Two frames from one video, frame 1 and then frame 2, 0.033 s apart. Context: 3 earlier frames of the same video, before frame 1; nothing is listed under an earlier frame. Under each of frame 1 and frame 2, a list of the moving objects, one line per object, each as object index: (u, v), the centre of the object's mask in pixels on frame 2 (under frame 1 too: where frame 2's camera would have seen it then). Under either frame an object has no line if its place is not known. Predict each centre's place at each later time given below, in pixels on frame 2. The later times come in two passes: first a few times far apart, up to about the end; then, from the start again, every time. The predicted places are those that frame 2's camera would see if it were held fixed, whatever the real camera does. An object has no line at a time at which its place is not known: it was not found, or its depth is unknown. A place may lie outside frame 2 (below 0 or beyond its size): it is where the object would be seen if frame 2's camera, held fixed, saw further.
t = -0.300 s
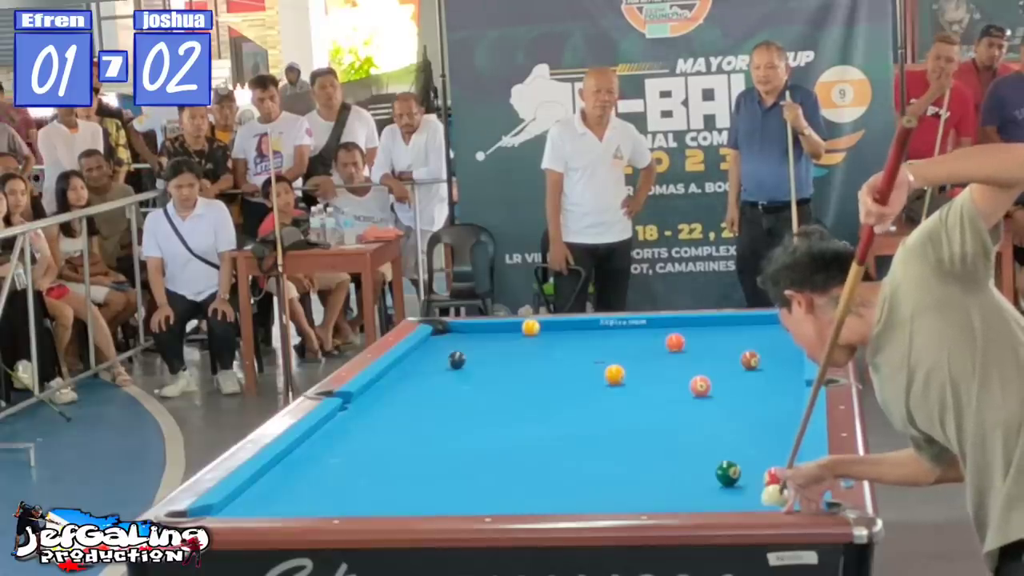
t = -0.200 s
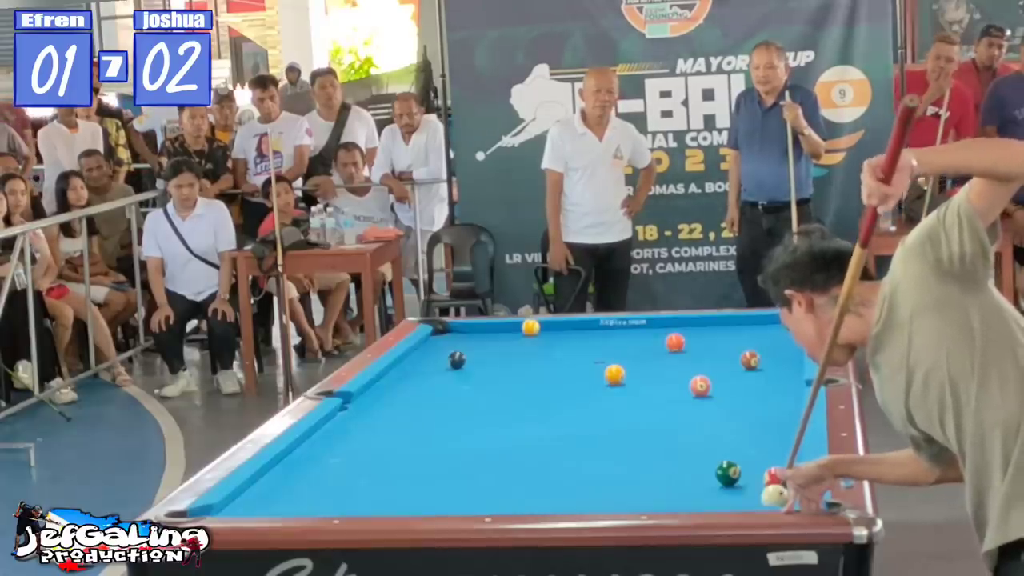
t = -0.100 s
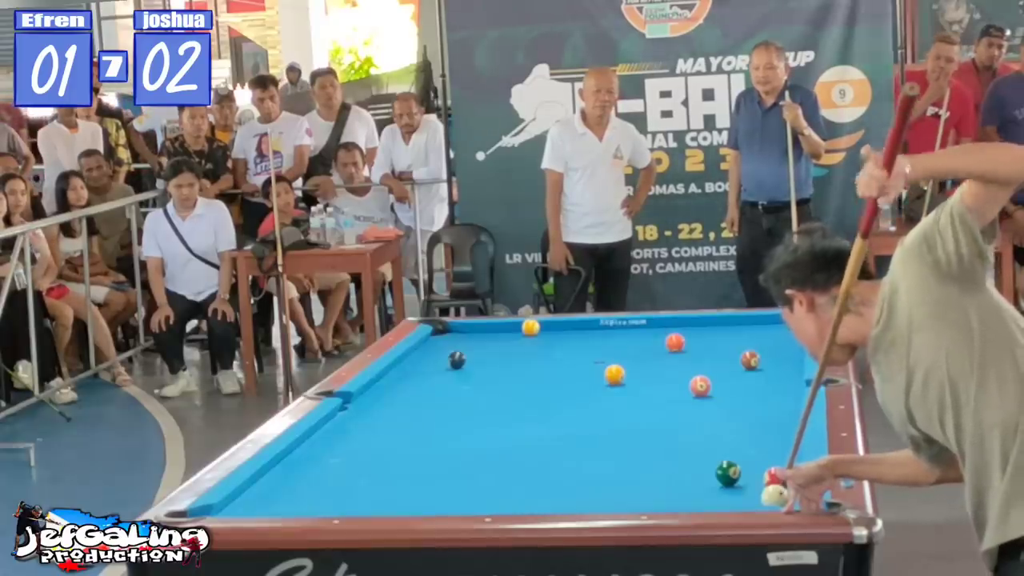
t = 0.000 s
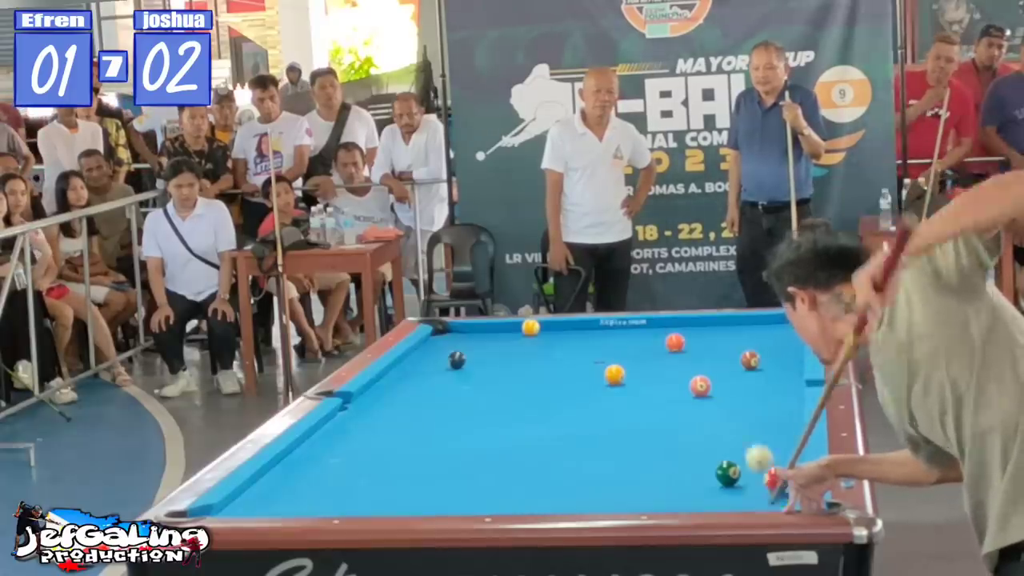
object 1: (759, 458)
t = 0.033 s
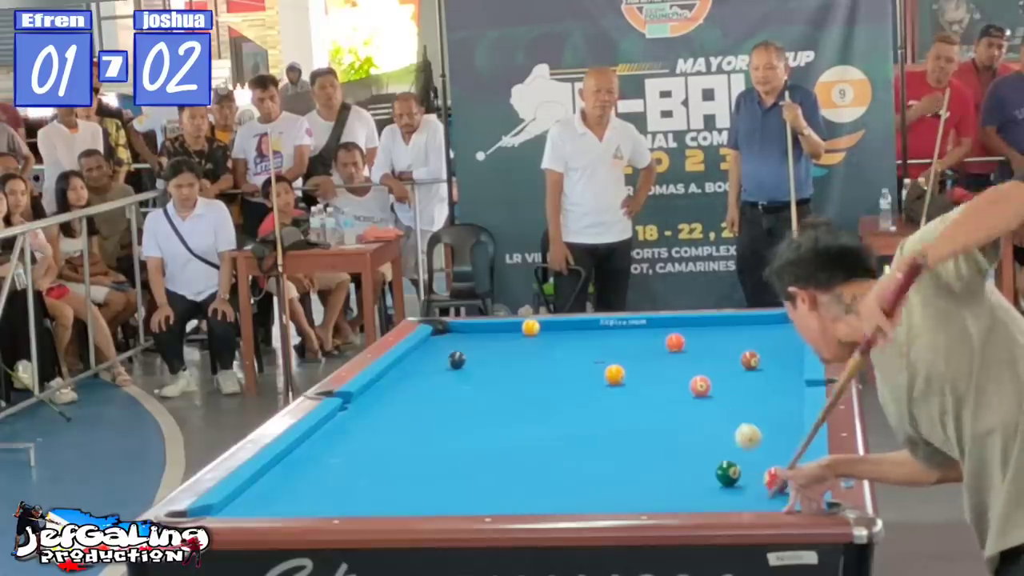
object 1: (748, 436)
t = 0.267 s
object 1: (687, 417)
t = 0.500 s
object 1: (644, 375)
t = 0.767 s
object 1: (611, 349)
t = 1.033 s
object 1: (589, 329)
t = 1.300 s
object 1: (569, 330)
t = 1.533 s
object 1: (550, 339)
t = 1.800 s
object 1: (529, 349)
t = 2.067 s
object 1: (506, 360)
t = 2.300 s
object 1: (486, 369)
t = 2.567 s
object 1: (463, 381)
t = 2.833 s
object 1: (440, 392)
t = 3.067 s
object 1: (419, 402)
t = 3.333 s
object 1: (395, 413)
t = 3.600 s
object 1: (370, 425)
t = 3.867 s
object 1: (344, 437)
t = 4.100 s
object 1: (323, 448)
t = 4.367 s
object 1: (297, 459)
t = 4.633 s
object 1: (271, 472)
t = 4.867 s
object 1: (264, 481)
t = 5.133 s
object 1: (258, 491)
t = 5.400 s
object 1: (252, 500)
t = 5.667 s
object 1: (246, 506)
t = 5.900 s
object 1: (246, 505)
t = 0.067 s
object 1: (738, 420)
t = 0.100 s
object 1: (728, 408)
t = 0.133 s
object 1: (720, 402)
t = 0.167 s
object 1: (711, 402)
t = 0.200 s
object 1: (702, 404)
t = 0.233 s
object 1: (694, 411)
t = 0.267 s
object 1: (687, 417)
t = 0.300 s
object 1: (680, 401)
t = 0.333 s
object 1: (673, 391)
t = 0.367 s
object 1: (667, 385)
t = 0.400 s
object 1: (661, 383)
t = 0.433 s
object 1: (655, 387)
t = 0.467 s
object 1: (650, 382)
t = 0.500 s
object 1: (644, 375)
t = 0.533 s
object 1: (639, 373)
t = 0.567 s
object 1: (634, 371)
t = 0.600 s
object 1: (630, 366)
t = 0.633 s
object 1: (626, 362)
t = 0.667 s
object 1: (622, 358)
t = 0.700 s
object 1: (618, 355)
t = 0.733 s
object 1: (614, 352)
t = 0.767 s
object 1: (611, 349)
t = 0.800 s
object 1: (607, 346)
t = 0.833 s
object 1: (604, 344)
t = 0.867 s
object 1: (601, 341)
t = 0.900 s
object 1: (599, 338)
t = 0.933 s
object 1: (596, 336)
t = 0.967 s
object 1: (594, 333)
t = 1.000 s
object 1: (592, 331)
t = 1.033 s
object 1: (589, 329)
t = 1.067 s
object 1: (587, 327)
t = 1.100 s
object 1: (585, 325)
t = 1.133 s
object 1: (582, 323)
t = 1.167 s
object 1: (580, 325)
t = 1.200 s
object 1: (577, 326)
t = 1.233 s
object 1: (574, 328)
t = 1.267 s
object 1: (572, 329)
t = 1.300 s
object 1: (569, 330)
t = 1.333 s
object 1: (566, 332)
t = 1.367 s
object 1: (564, 333)
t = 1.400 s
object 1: (561, 334)
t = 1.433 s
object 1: (558, 336)
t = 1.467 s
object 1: (556, 337)
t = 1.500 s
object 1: (553, 338)
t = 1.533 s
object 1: (550, 339)
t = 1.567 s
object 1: (548, 340)
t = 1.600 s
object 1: (545, 342)
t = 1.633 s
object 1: (543, 343)
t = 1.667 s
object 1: (539, 344)
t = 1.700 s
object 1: (537, 346)
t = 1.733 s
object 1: (535, 347)
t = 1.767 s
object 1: (531, 348)
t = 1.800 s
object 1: (529, 349)
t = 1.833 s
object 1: (526, 351)
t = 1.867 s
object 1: (524, 352)
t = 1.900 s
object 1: (521, 353)
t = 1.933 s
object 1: (518, 355)
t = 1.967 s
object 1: (515, 356)
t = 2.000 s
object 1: (512, 357)
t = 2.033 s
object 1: (509, 359)
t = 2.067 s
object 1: (506, 360)
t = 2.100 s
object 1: (504, 361)
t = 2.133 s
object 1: (501, 363)
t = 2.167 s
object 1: (498, 364)
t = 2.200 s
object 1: (495, 366)
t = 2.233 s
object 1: (492, 367)
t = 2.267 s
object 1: (489, 368)
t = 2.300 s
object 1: (486, 369)
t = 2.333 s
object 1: (483, 371)
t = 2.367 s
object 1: (481, 372)
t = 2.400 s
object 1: (478, 373)
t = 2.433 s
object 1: (475, 375)
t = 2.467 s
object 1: (472, 376)
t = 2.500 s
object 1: (469, 378)
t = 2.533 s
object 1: (466, 379)
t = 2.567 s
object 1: (463, 381)
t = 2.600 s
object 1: (460, 382)
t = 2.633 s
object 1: (458, 383)
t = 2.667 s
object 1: (455, 385)
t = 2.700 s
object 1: (452, 386)
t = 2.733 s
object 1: (449, 387)
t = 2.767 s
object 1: (446, 389)
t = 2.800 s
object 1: (443, 390)
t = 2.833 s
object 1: (440, 392)
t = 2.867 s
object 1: (437, 393)
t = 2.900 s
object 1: (434, 394)
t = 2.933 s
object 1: (431, 396)
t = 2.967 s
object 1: (428, 397)
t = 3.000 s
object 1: (425, 399)
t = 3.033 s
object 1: (422, 400)
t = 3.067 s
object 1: (419, 402)
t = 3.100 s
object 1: (416, 403)
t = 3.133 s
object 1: (413, 404)
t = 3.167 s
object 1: (410, 406)
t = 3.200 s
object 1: (407, 407)
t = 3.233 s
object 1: (404, 409)
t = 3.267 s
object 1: (400, 410)
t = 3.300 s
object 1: (398, 411)
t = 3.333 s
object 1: (395, 413)
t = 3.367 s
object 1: (391, 415)
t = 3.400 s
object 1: (388, 416)
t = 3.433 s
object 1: (385, 418)
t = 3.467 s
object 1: (382, 419)
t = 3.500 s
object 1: (379, 421)
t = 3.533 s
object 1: (376, 422)
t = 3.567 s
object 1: (373, 423)
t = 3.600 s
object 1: (370, 425)
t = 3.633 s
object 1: (367, 426)
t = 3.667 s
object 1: (364, 428)
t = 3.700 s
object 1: (360, 429)
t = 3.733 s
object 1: (357, 431)
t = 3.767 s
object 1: (354, 432)
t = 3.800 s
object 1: (351, 434)
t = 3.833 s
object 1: (348, 435)
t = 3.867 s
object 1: (344, 437)
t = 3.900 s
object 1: (341, 438)
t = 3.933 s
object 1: (338, 440)
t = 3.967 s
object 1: (335, 441)
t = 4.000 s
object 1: (332, 443)
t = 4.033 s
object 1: (329, 445)
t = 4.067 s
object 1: (326, 446)
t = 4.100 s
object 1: (323, 448)
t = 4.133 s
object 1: (319, 449)
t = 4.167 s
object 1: (316, 451)
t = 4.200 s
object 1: (313, 452)
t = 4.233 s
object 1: (310, 453)
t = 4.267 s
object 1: (307, 455)
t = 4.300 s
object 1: (304, 456)
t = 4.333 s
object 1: (300, 458)
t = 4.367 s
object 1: (297, 459)
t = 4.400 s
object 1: (294, 461)
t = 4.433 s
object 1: (291, 462)
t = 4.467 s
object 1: (287, 464)
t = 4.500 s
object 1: (284, 466)
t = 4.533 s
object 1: (281, 467)
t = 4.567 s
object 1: (277, 469)
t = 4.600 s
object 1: (275, 470)
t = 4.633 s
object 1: (271, 472)
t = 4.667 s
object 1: (269, 473)
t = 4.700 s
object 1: (268, 475)
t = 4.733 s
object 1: (267, 476)
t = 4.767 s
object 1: (267, 477)
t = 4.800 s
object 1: (266, 478)
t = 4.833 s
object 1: (265, 480)
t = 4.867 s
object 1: (264, 481)
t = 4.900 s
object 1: (264, 482)
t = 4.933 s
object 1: (263, 484)
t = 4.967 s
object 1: (262, 485)
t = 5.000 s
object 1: (261, 486)
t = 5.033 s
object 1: (260, 488)
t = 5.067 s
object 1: (260, 489)
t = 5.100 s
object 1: (259, 490)
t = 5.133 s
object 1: (258, 491)
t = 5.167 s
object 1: (258, 493)
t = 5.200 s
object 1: (257, 494)
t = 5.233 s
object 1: (256, 495)
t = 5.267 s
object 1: (256, 497)
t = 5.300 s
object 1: (255, 497)
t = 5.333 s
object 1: (254, 499)
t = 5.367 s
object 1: (253, 500)
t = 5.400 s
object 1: (252, 500)
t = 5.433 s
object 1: (251, 502)
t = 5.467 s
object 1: (251, 502)
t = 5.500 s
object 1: (250, 503)
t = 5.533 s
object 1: (249, 504)
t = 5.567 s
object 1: (248, 504)
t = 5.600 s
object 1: (247, 505)
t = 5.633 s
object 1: (246, 506)
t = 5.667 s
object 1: (246, 506)
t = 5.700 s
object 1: (245, 507)
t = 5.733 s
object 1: (245, 507)
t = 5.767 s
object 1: (245, 506)
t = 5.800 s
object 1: (246, 506)
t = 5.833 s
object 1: (246, 506)
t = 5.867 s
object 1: (246, 505)
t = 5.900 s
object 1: (246, 505)
